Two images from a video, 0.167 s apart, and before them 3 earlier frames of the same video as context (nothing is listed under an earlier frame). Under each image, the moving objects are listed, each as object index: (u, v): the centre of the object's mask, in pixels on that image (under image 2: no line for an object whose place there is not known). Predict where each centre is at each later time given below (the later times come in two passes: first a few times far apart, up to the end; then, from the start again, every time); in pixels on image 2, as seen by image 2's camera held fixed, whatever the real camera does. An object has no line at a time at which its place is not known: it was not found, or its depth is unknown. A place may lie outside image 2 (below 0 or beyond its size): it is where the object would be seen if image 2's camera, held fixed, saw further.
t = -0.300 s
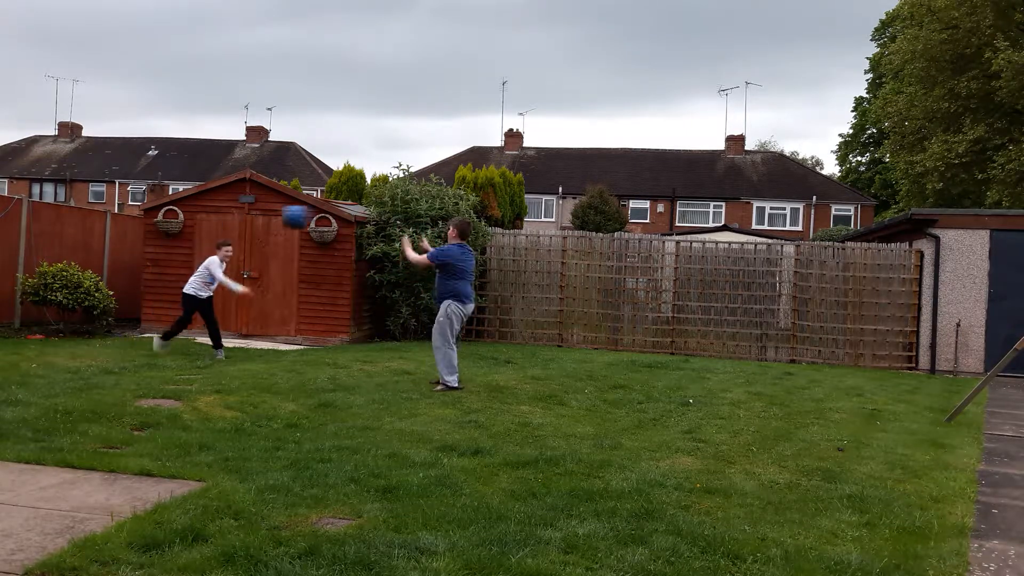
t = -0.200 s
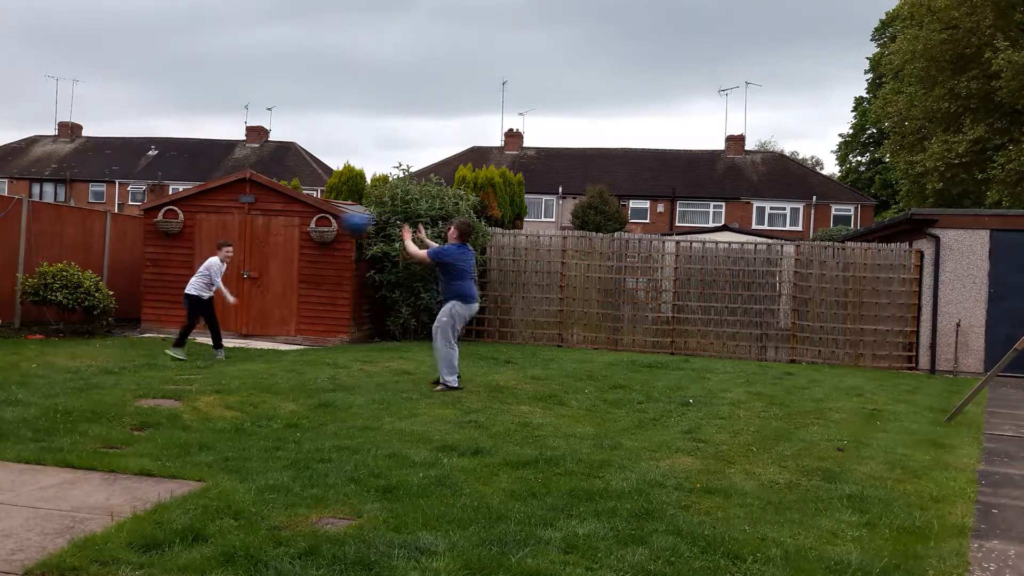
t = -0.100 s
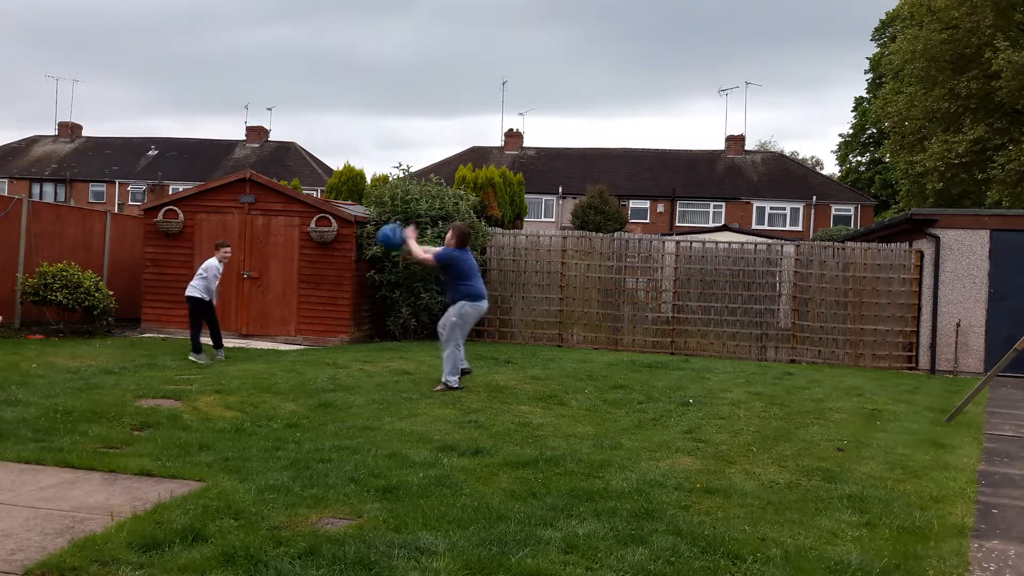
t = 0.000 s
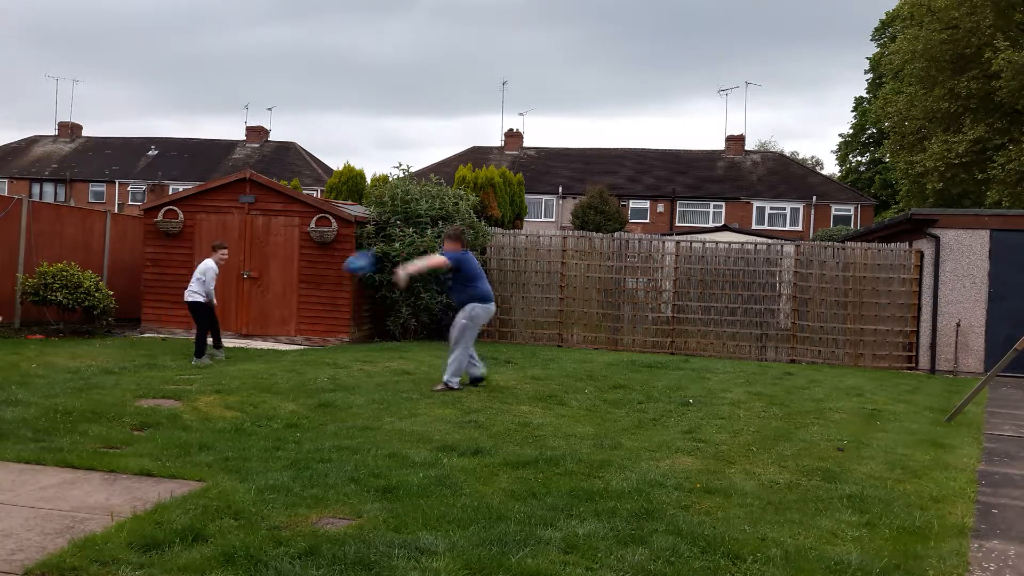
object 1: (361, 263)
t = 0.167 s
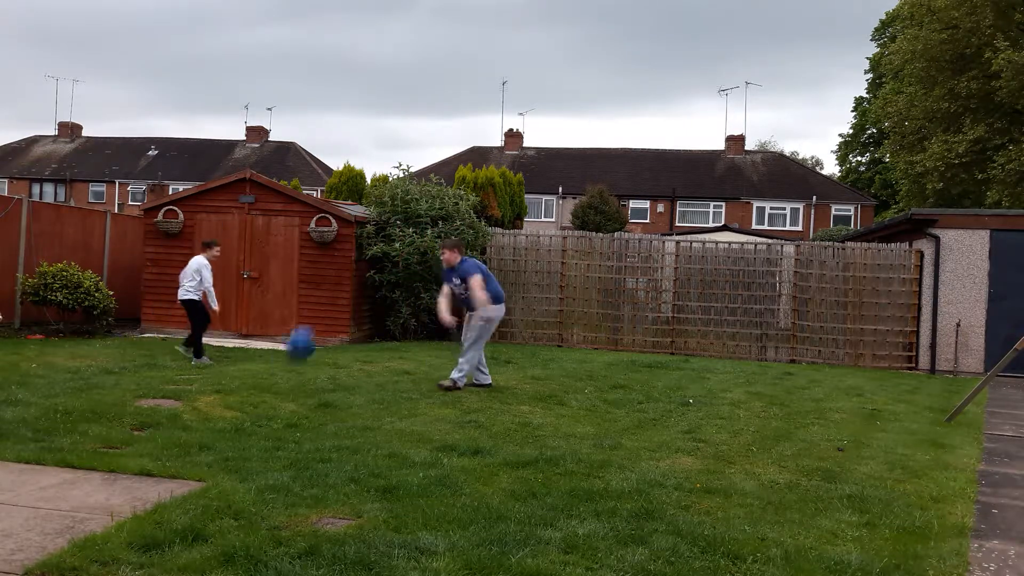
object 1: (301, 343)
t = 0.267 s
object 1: (274, 368)
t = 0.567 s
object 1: (251, 306)
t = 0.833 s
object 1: (226, 345)
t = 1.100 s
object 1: (200, 361)
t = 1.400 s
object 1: (170, 377)
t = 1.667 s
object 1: (147, 391)
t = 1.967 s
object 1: (123, 399)
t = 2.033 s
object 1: (119, 401)
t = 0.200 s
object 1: (288, 365)
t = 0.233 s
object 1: (276, 381)
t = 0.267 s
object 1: (274, 368)
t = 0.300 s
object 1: (272, 357)
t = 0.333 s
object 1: (270, 343)
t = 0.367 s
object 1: (267, 332)
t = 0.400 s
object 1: (264, 324)
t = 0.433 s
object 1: (261, 318)
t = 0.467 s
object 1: (259, 313)
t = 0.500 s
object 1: (256, 310)
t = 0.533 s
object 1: (254, 307)
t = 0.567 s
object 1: (251, 306)
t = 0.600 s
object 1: (248, 306)
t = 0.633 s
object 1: (246, 308)
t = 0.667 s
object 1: (243, 310)
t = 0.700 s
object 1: (240, 314)
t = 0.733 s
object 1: (237, 319)
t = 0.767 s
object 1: (234, 325)
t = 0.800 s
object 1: (231, 335)
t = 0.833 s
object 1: (226, 345)
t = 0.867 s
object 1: (222, 357)
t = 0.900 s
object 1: (220, 368)
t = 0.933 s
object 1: (216, 382)
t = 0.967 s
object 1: (212, 376)
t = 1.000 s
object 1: (210, 370)
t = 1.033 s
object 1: (207, 366)
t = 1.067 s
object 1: (203, 363)
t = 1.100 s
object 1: (200, 361)
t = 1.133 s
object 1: (197, 361)
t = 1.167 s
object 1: (194, 362)
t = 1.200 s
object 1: (191, 364)
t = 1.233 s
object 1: (187, 369)
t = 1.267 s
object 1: (183, 374)
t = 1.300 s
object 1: (179, 382)
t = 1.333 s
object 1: (176, 385)
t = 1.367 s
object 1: (173, 381)
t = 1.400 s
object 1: (170, 377)
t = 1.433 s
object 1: (168, 374)
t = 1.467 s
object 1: (166, 373)
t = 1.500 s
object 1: (163, 373)
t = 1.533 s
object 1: (160, 375)
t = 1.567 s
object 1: (157, 379)
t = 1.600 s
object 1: (153, 383)
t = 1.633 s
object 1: (150, 391)
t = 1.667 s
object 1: (147, 391)
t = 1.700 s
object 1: (144, 390)
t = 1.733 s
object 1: (140, 391)
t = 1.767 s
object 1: (137, 393)
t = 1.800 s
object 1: (134, 396)
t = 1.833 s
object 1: (131, 396)
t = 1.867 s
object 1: (129, 396)
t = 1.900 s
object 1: (127, 397)
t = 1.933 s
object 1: (125, 398)
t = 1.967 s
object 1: (123, 399)
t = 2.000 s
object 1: (120, 400)
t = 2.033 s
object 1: (119, 401)
